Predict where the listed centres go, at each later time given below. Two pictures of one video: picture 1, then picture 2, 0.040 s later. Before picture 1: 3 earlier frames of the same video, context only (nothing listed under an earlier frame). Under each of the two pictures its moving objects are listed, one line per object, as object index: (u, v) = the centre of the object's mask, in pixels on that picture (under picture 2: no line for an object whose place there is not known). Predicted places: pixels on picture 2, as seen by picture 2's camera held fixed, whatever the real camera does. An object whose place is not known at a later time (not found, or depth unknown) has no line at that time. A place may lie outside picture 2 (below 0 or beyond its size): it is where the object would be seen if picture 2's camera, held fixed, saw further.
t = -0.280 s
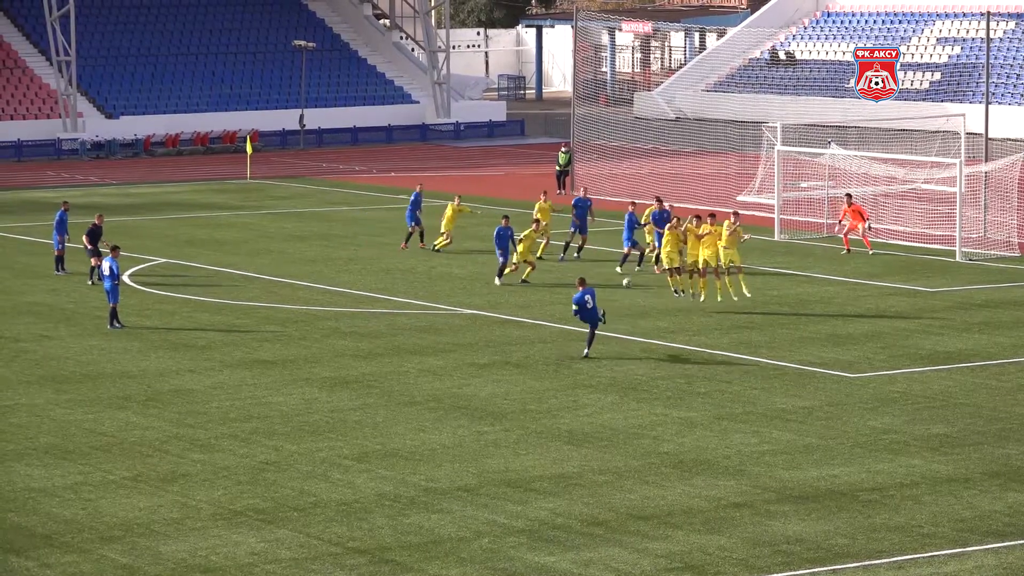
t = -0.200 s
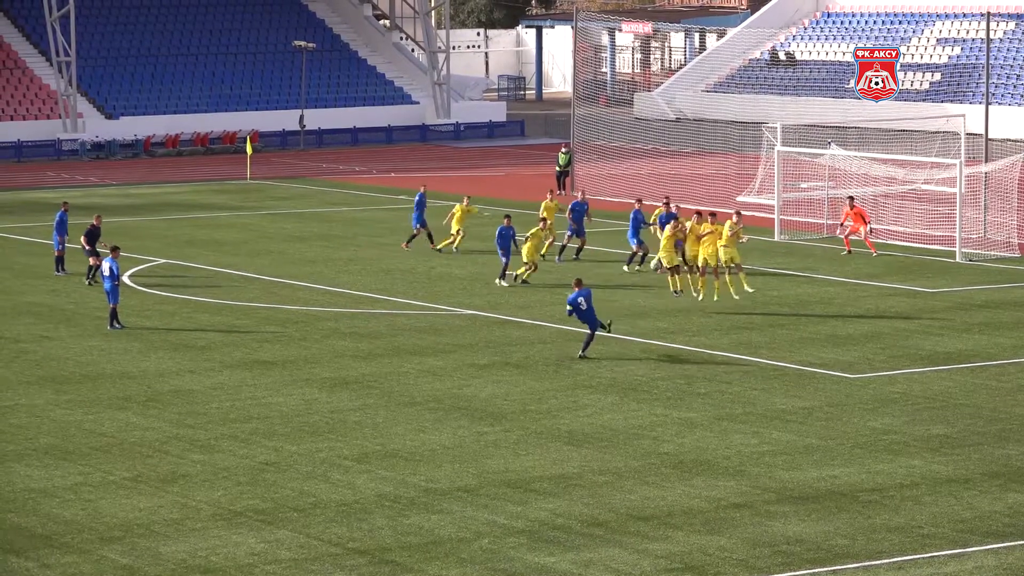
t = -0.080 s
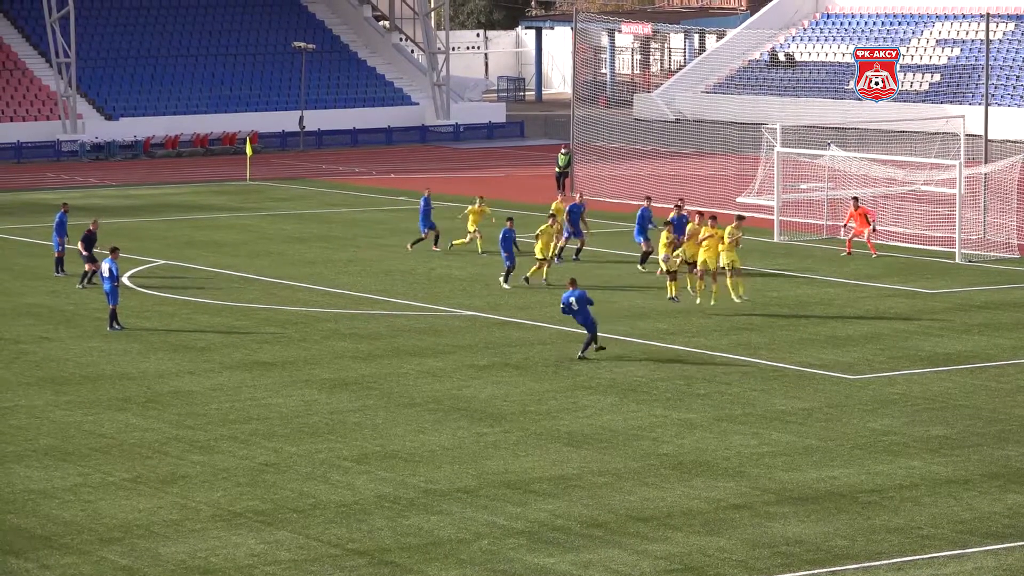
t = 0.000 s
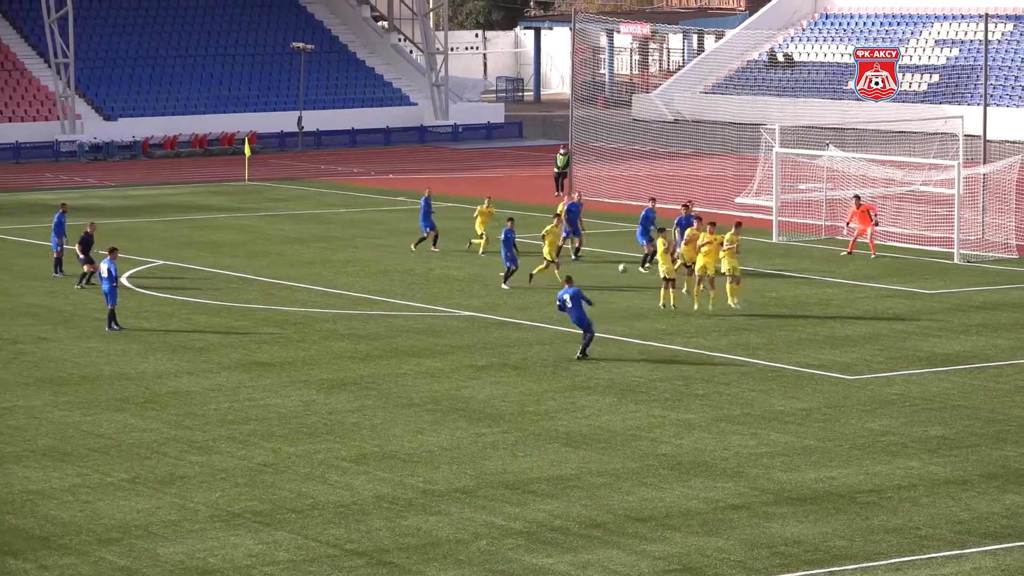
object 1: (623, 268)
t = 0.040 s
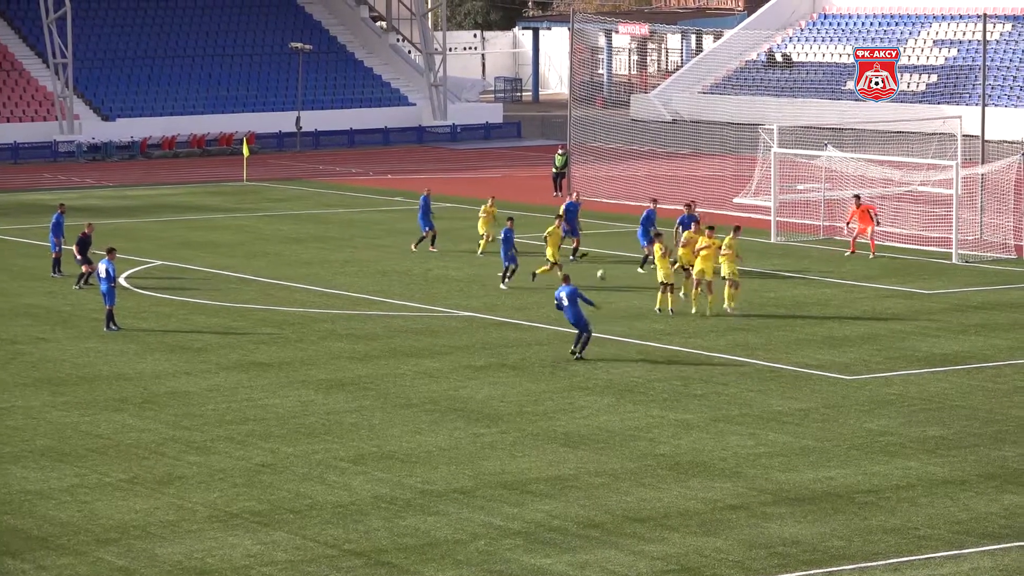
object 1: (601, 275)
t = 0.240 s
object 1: (502, 316)
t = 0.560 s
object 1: (416, 291)
